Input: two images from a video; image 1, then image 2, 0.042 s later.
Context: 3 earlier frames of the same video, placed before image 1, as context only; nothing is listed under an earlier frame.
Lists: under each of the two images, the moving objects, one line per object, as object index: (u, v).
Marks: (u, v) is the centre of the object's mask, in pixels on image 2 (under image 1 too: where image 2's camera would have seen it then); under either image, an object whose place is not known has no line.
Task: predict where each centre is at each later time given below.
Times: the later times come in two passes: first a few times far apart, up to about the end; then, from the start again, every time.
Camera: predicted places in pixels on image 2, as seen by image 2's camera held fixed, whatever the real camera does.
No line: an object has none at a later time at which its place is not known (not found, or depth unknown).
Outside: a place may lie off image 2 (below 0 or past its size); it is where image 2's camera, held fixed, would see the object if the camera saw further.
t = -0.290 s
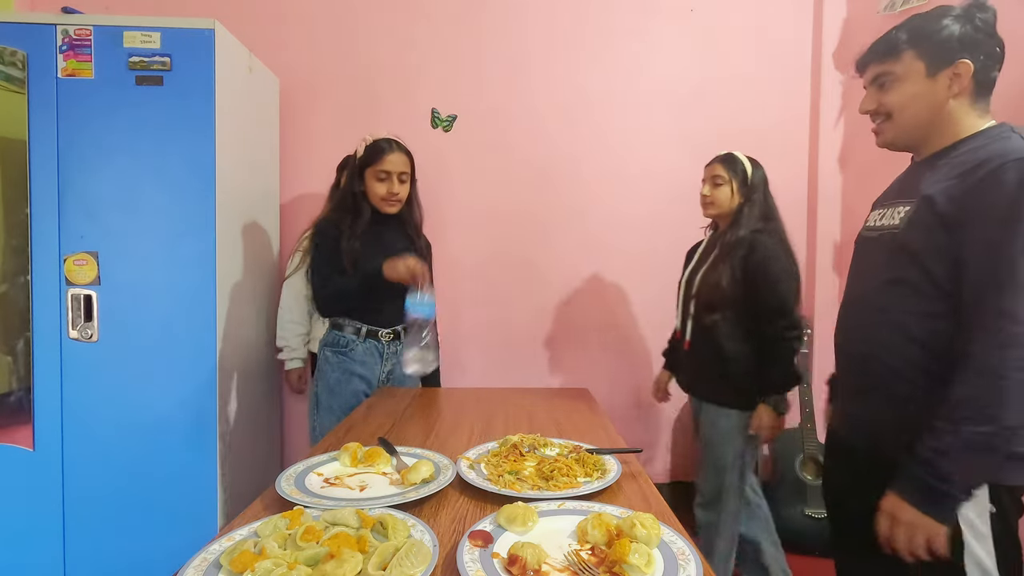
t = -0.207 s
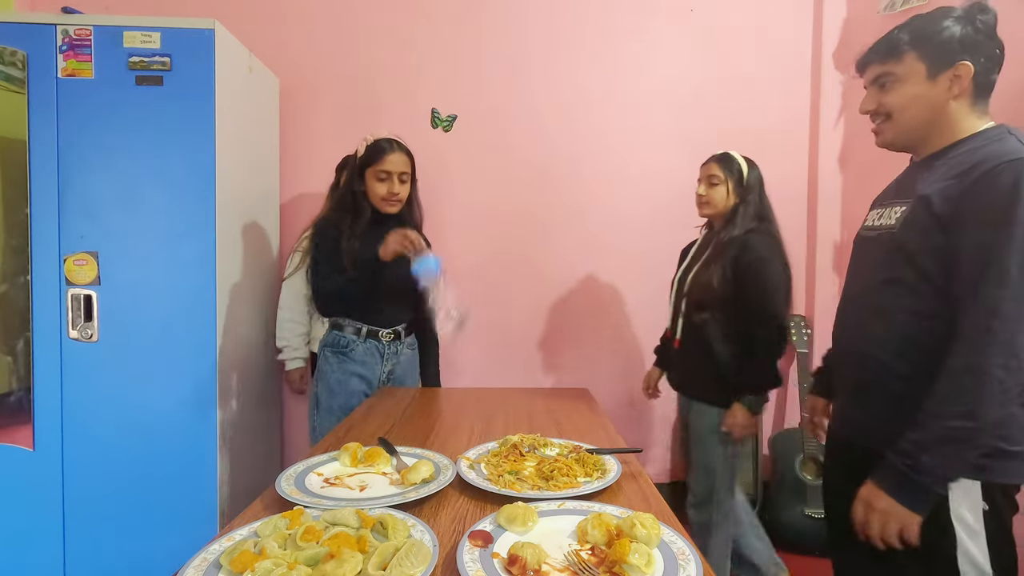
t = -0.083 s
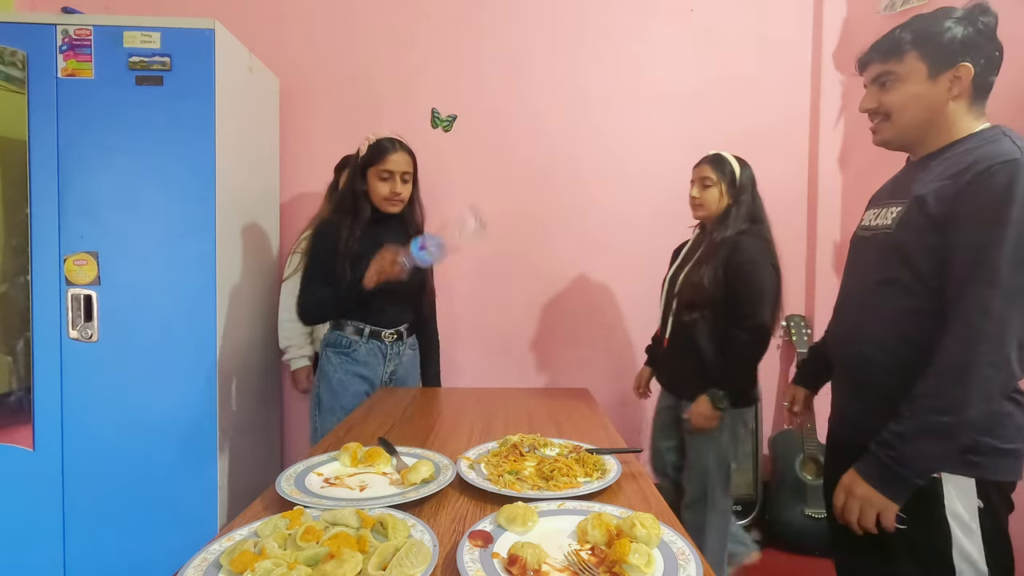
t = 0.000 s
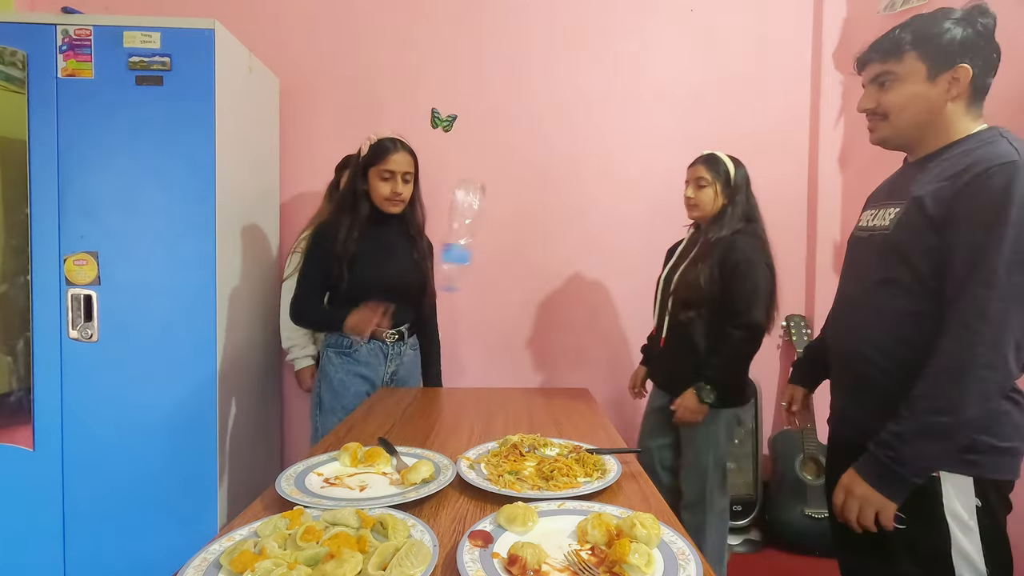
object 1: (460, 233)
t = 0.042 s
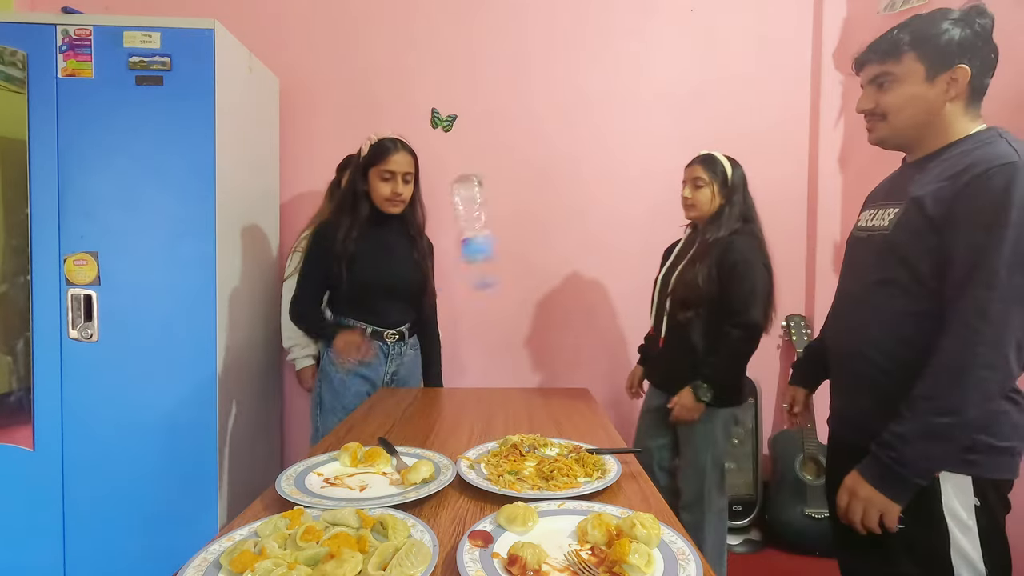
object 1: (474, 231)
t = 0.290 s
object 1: (488, 305)
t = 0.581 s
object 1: (444, 401)
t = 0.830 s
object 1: (432, 405)
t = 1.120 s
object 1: (426, 407)
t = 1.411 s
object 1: (417, 410)
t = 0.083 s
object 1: (485, 226)
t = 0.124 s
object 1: (495, 225)
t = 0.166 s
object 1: (496, 229)
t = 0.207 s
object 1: (497, 243)
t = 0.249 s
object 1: (494, 270)
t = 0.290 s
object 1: (488, 305)
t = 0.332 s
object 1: (481, 361)
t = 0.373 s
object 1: (470, 367)
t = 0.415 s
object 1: (460, 366)
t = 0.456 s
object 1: (454, 371)
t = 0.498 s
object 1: (449, 381)
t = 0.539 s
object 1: (446, 394)
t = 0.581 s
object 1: (444, 401)
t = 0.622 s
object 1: (440, 403)
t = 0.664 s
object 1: (438, 403)
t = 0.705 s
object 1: (435, 404)
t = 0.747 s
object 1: (433, 404)
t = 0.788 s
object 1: (432, 405)
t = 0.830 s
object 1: (432, 405)
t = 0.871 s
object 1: (431, 405)
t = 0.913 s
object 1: (430, 405)
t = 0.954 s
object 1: (429, 405)
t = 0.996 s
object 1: (429, 406)
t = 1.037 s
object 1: (427, 406)
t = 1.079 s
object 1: (427, 406)
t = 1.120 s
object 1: (426, 407)
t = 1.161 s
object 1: (425, 407)
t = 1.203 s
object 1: (424, 408)
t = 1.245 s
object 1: (422, 408)
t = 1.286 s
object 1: (421, 409)
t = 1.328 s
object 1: (419, 409)
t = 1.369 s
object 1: (418, 410)
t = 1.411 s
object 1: (417, 410)
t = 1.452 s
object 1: (416, 410)
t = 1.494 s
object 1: (416, 411)
